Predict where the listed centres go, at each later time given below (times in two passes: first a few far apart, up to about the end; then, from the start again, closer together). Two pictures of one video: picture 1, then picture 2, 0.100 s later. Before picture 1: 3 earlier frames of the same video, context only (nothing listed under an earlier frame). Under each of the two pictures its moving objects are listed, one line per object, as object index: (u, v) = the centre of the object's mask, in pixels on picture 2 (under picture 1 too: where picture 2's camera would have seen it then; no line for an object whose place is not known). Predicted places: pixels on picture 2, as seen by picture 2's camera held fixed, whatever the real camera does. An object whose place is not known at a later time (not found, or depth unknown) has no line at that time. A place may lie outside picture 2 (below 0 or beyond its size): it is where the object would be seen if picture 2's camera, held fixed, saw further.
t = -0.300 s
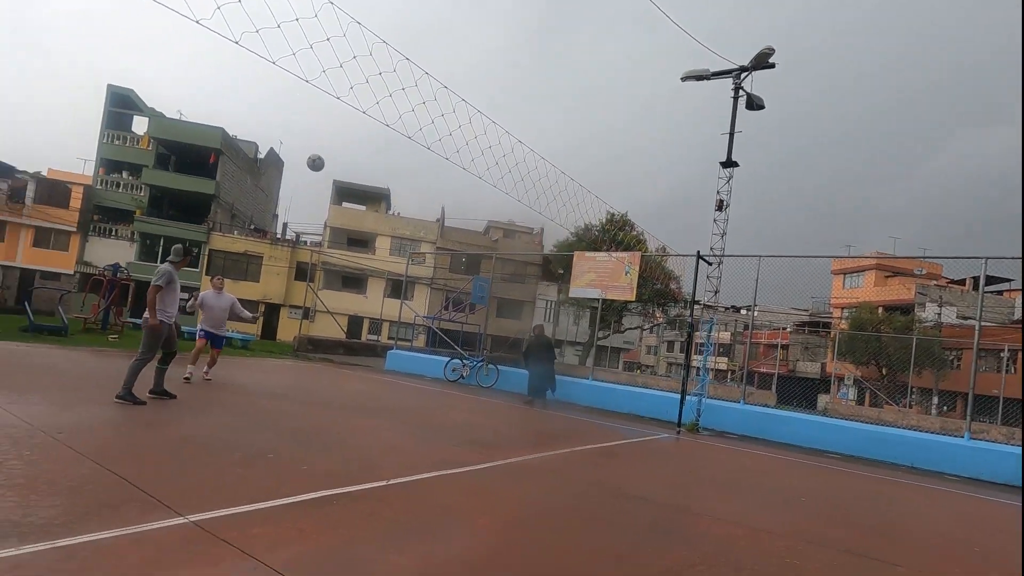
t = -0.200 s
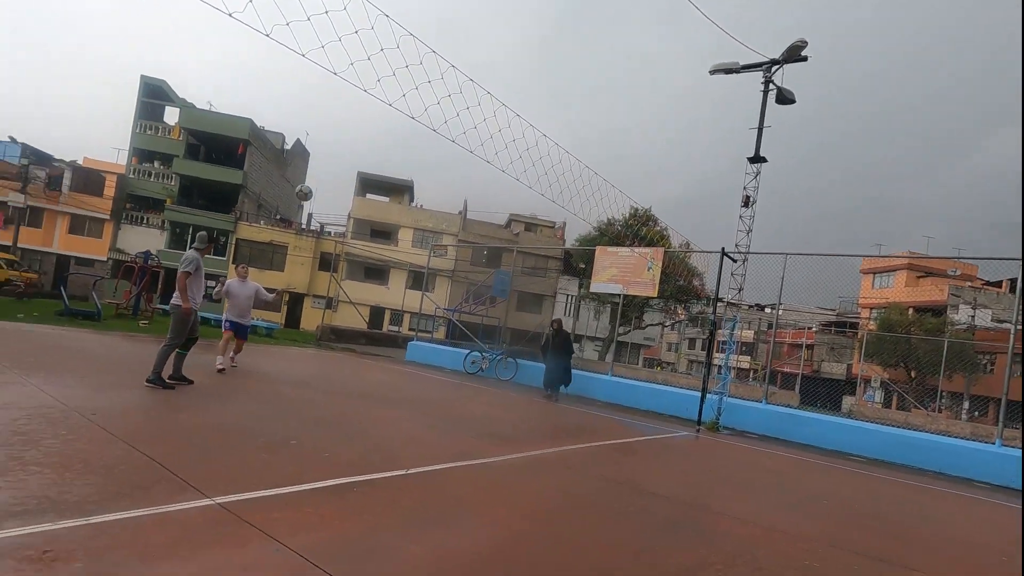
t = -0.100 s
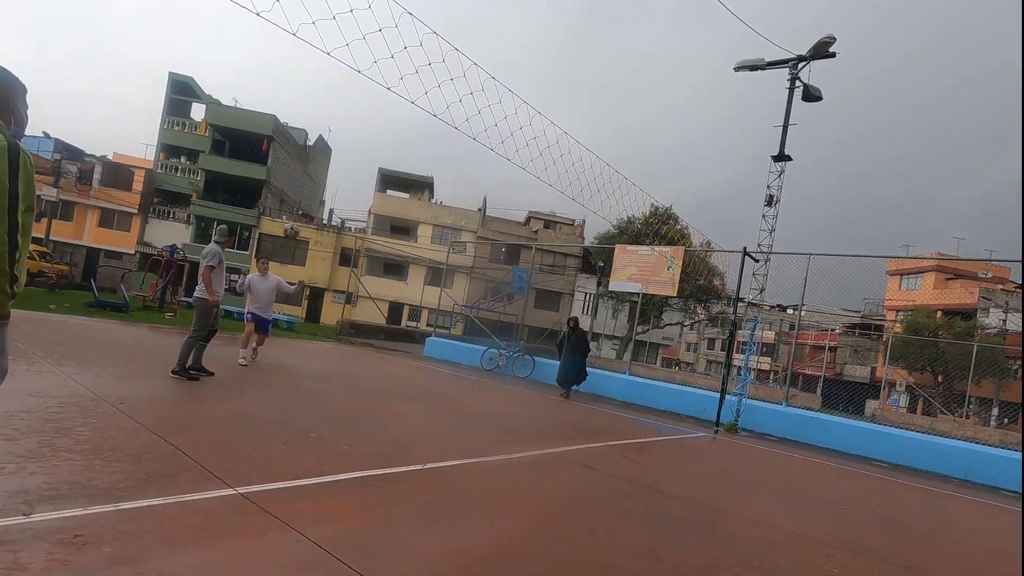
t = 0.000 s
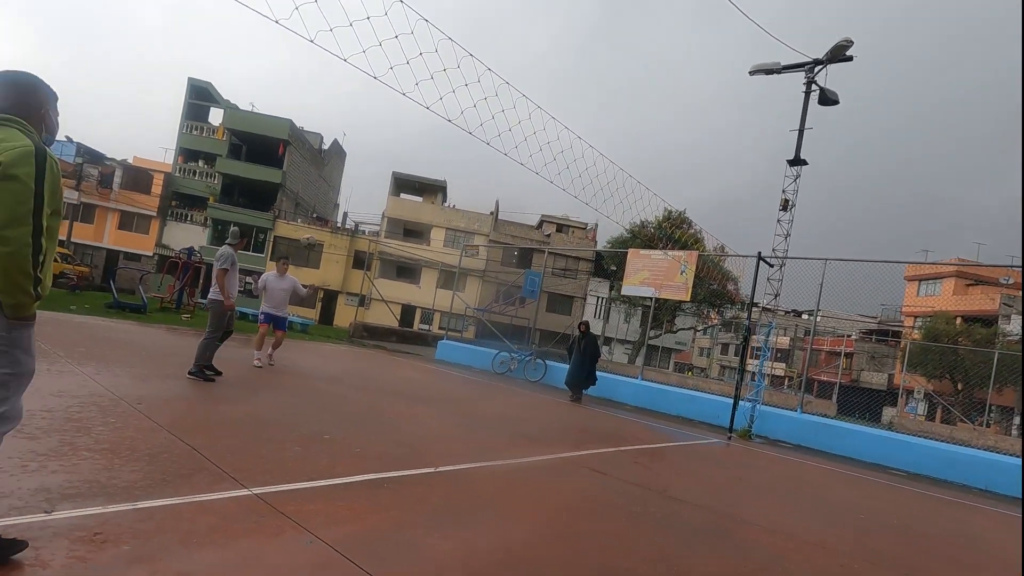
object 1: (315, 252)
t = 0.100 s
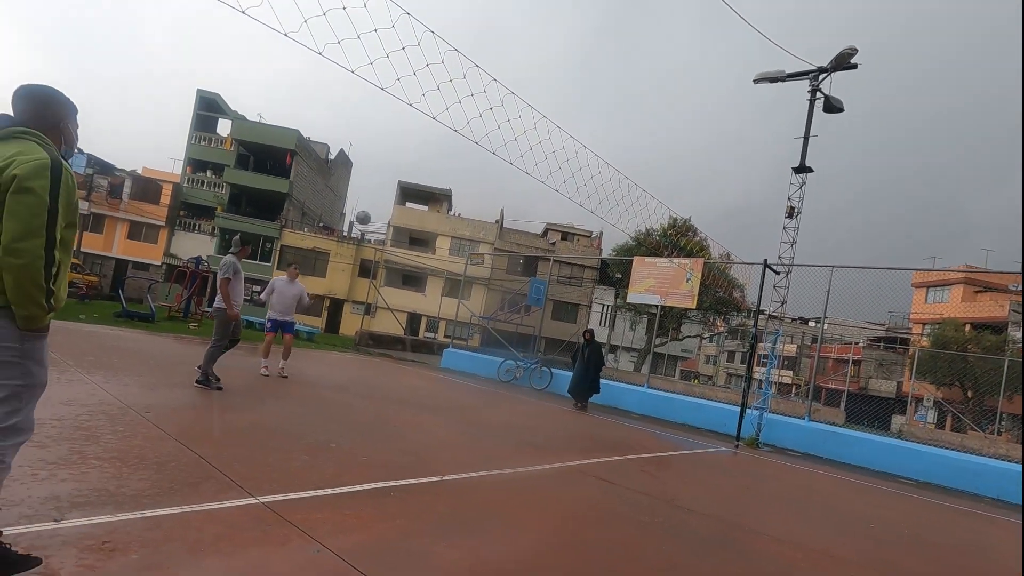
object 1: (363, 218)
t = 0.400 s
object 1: (499, 156)
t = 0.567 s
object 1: (571, 147)
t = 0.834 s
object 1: (681, 173)
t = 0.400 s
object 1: (499, 156)
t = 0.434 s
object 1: (514, 153)
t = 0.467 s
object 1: (528, 151)
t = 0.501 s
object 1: (542, 149)
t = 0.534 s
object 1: (557, 148)
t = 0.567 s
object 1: (571, 147)
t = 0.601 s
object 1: (585, 148)
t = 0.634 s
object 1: (599, 149)
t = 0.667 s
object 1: (613, 151)
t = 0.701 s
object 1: (627, 154)
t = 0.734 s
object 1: (641, 158)
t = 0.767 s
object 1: (654, 162)
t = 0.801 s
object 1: (668, 168)
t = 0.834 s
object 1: (681, 173)
